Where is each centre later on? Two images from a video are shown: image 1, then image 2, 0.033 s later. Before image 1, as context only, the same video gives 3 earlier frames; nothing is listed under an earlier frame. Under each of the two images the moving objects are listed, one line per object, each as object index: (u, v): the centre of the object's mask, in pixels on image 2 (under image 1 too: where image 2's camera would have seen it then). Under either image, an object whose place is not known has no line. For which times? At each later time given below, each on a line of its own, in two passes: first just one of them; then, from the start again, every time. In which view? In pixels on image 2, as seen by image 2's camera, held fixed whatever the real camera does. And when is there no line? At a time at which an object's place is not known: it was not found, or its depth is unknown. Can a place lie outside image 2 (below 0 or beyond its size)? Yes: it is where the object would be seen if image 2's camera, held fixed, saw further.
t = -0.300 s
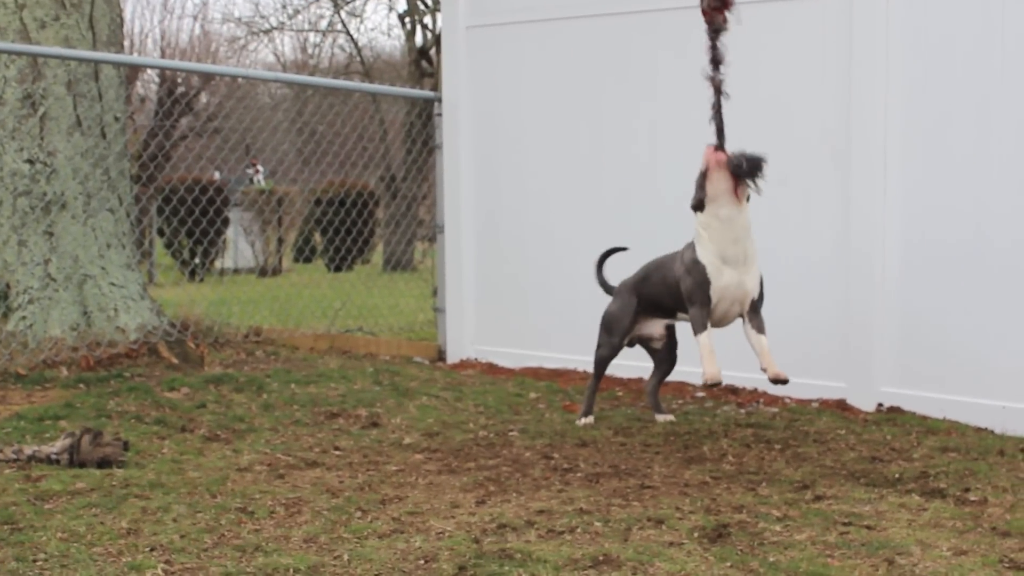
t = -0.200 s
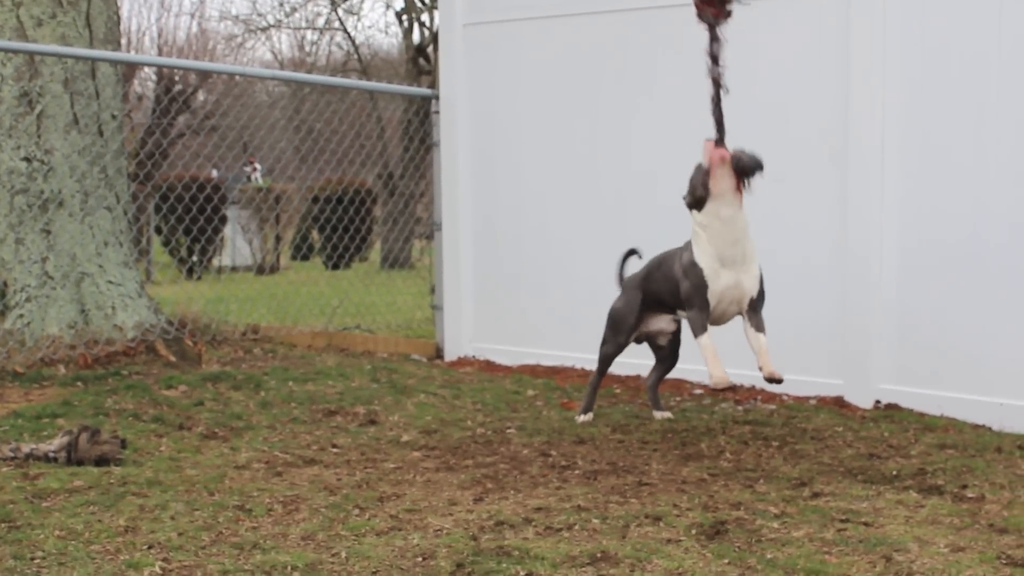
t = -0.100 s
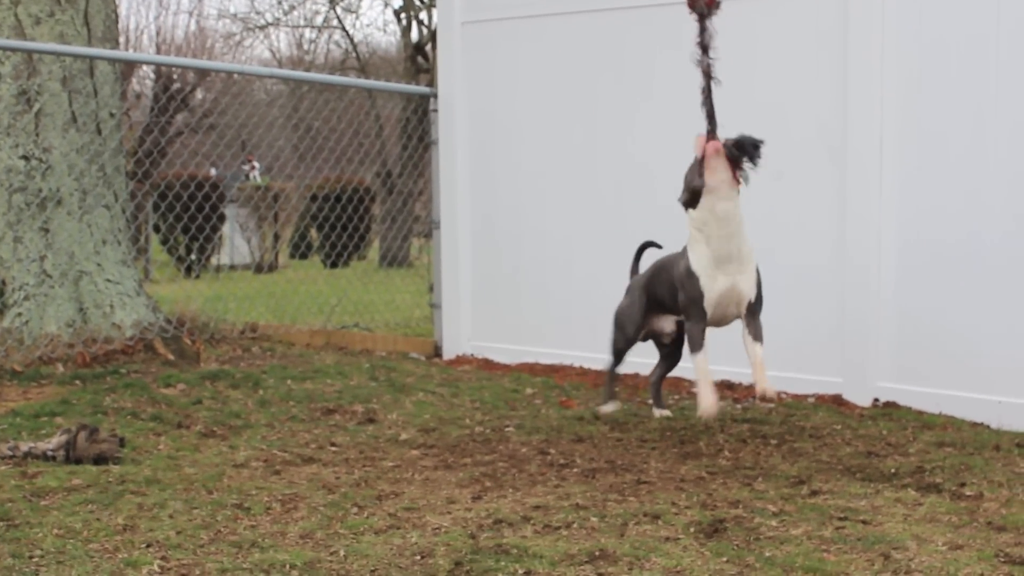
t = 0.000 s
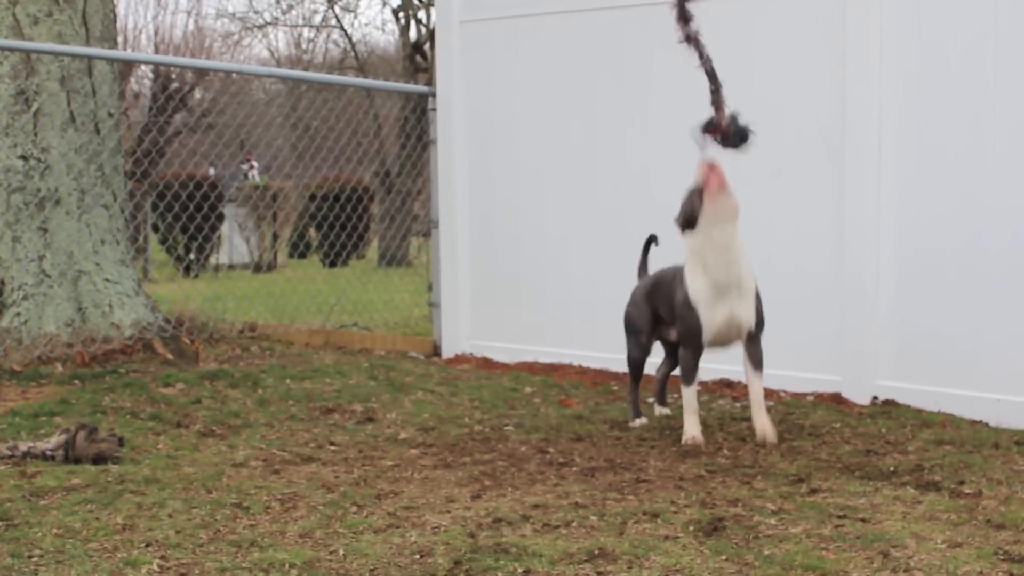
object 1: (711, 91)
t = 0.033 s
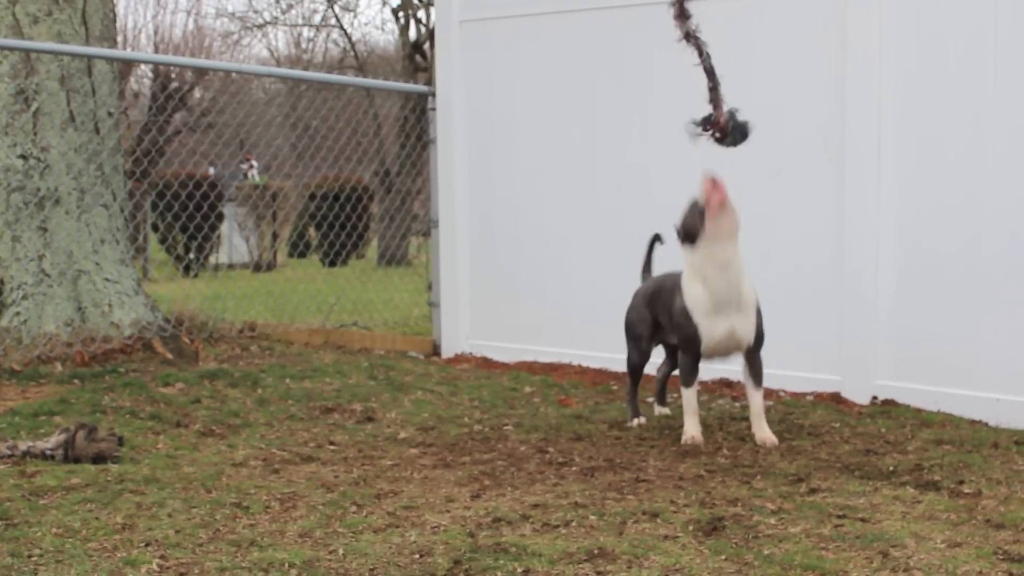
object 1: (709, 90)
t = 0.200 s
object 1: (702, 89)
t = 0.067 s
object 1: (709, 92)
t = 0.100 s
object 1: (710, 98)
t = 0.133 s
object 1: (710, 93)
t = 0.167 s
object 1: (706, 92)
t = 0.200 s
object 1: (702, 89)
